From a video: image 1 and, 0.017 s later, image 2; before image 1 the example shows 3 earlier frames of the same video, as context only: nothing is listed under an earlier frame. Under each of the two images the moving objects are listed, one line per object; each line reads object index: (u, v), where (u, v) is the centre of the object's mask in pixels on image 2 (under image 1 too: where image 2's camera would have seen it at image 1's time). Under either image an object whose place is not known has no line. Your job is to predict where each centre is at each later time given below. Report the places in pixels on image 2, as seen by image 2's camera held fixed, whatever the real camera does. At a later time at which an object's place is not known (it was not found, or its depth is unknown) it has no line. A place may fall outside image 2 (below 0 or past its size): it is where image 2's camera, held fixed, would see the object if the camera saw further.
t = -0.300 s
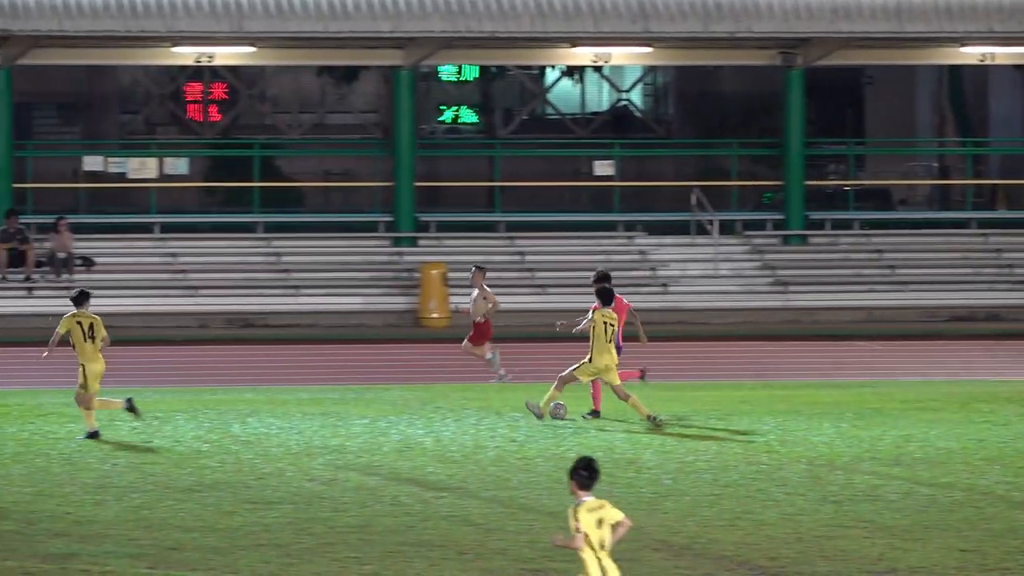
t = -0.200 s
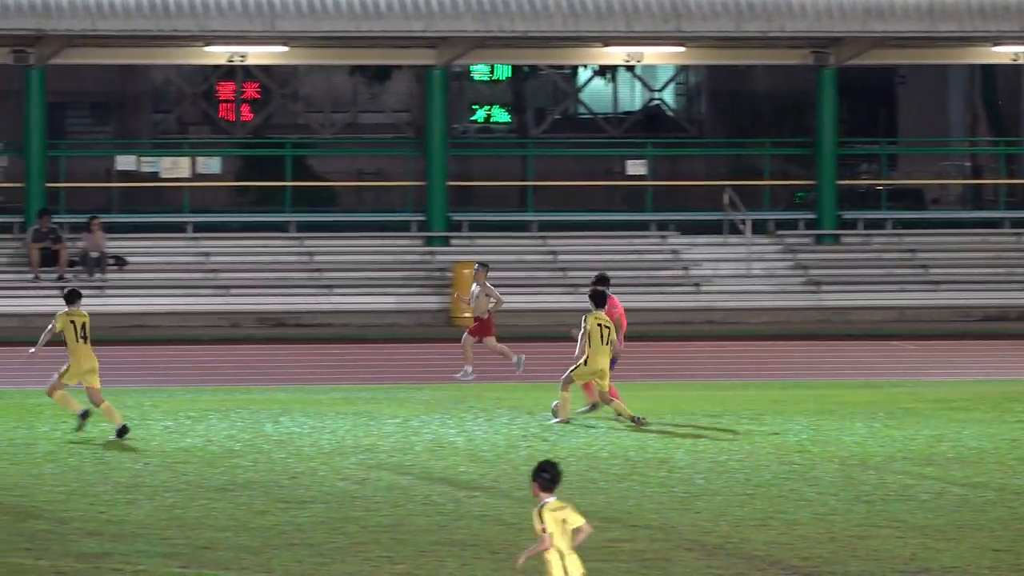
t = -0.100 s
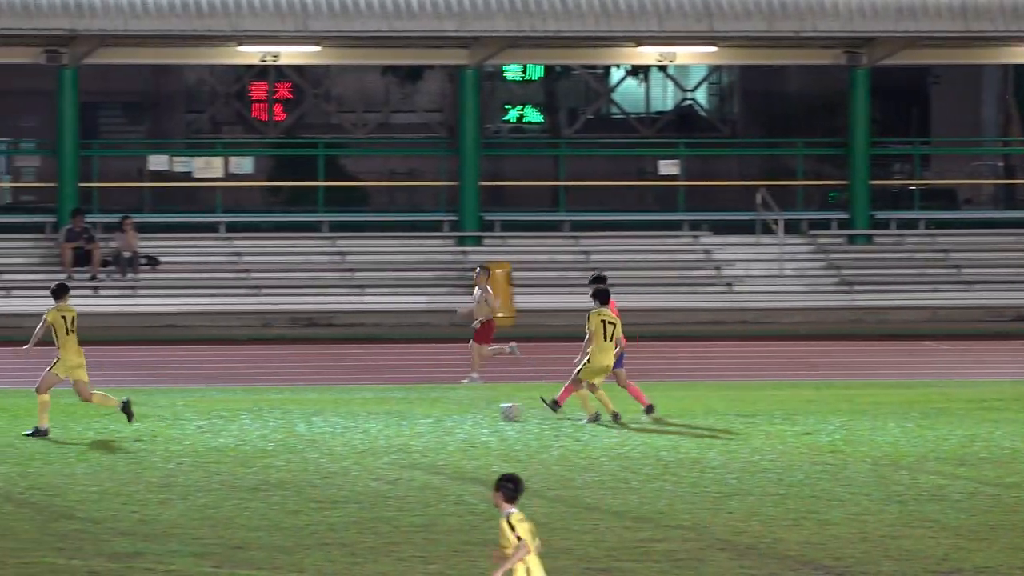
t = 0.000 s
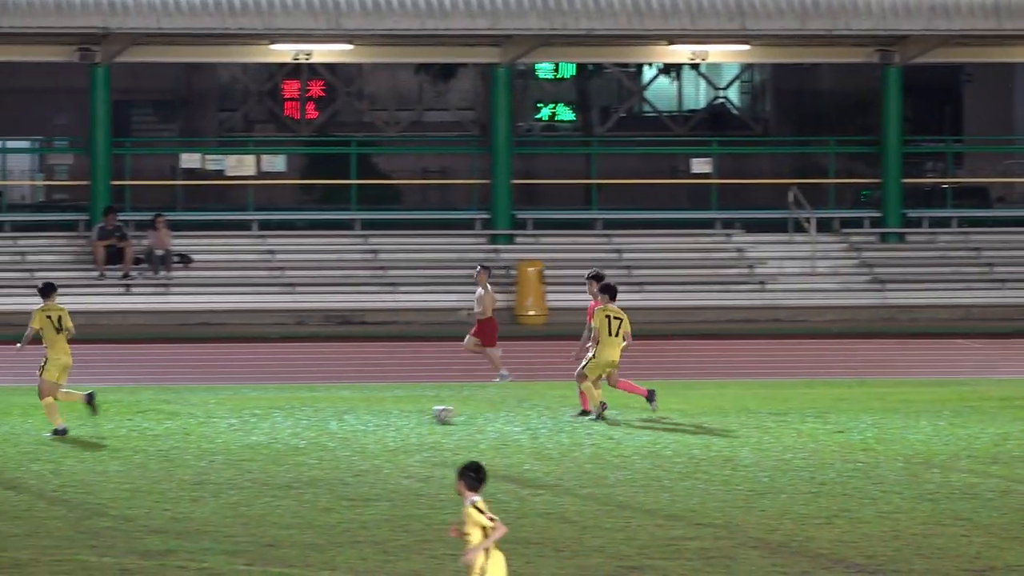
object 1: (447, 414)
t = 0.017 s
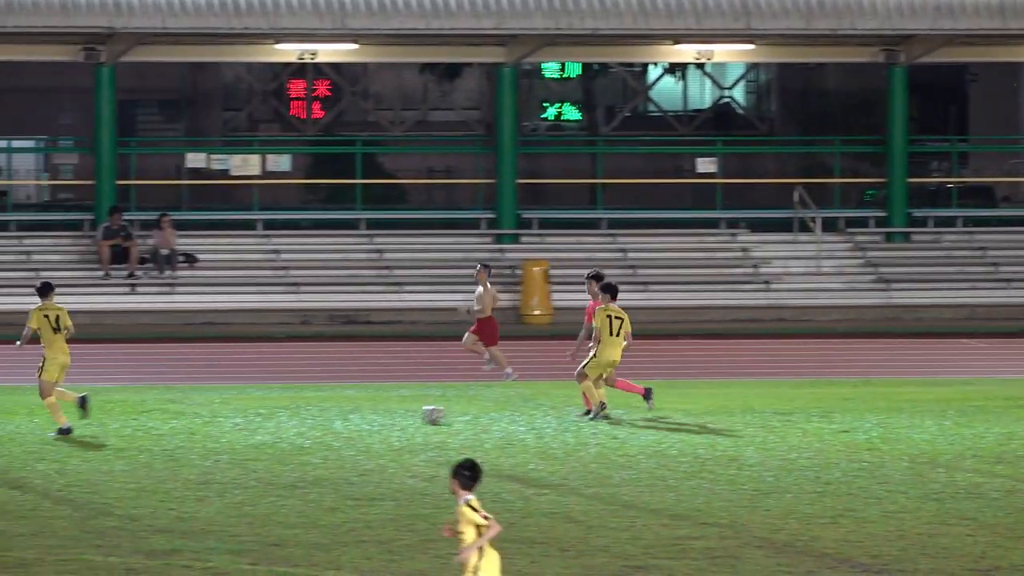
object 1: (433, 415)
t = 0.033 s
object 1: (418, 415)
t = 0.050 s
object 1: (402, 416)
